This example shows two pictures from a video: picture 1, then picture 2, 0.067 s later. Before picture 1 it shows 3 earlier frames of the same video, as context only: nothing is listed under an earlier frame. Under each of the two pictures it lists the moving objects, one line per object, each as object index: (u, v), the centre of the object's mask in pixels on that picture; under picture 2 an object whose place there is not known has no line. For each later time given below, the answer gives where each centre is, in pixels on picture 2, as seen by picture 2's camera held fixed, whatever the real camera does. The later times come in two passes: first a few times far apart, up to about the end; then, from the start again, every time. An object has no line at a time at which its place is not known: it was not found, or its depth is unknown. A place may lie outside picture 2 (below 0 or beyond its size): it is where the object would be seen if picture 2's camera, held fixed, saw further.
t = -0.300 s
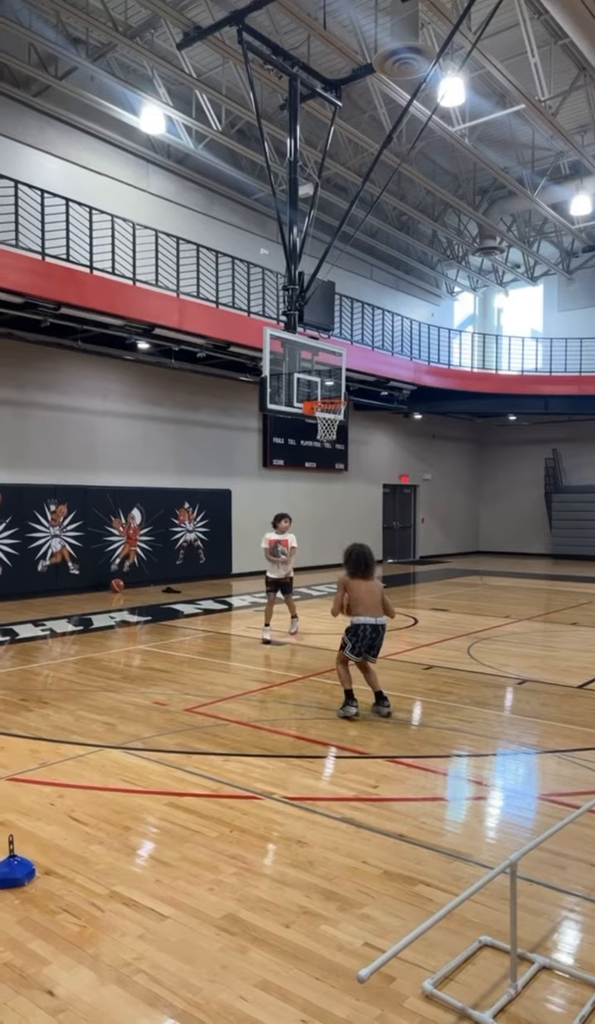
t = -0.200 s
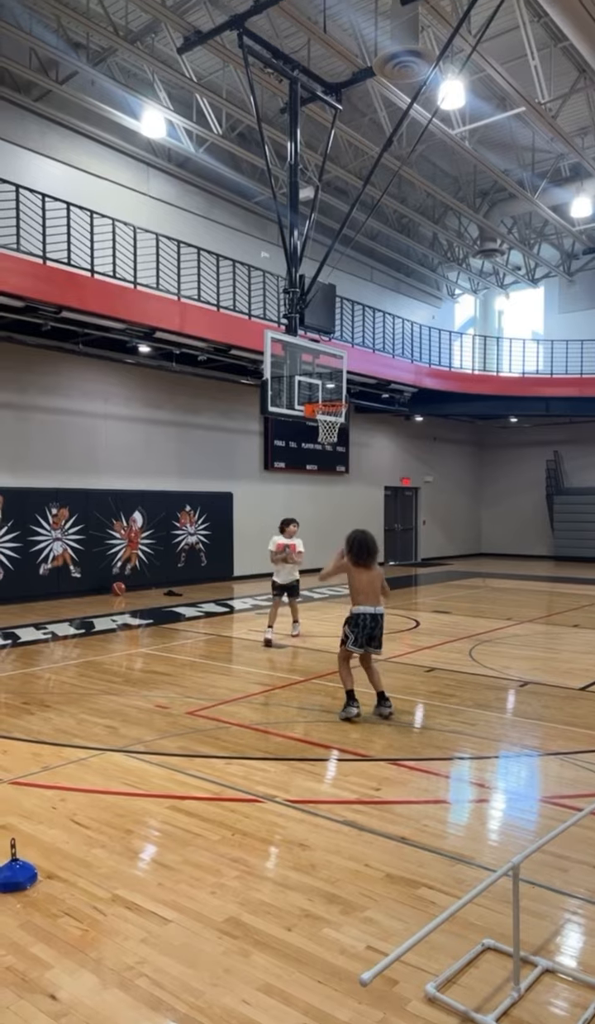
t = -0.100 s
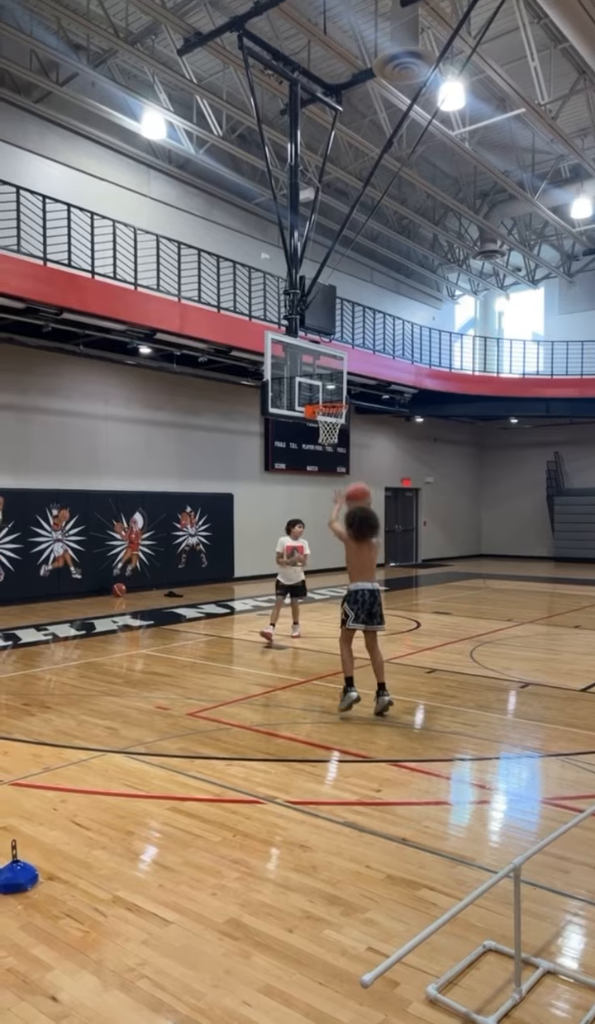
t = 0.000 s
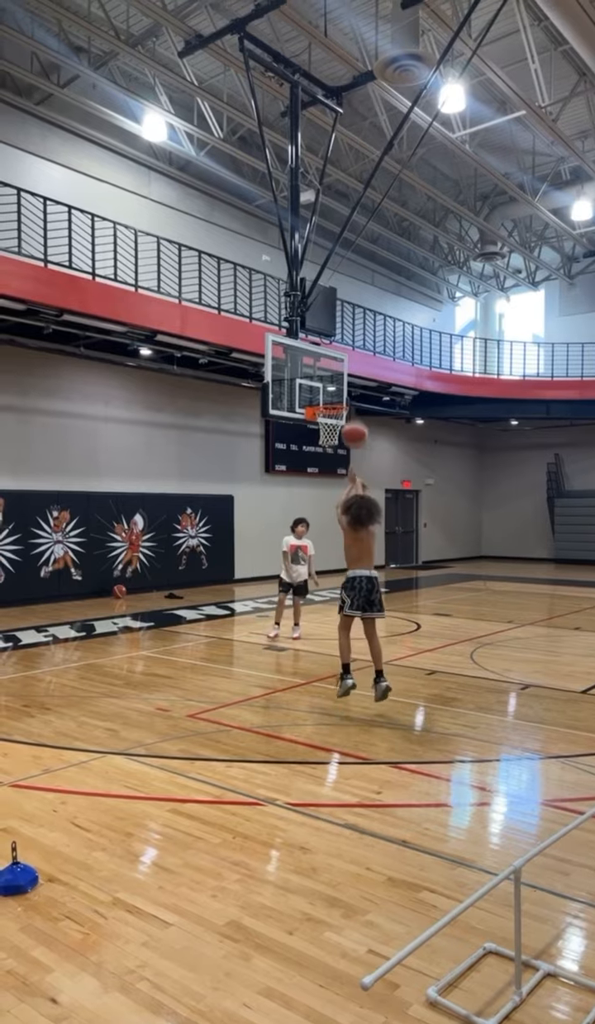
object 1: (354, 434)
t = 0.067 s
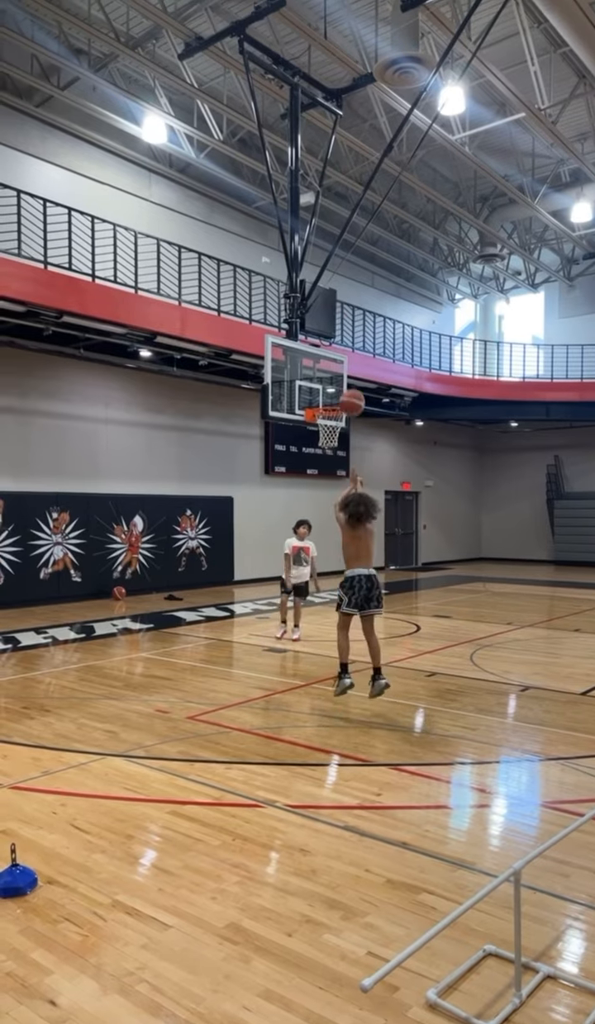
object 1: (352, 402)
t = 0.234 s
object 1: (346, 347)
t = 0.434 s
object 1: (341, 326)
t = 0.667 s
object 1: (337, 344)
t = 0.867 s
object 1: (333, 388)
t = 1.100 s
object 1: (327, 419)
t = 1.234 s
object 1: (327, 421)
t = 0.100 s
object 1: (351, 388)
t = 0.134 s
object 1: (349, 376)
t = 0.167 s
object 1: (348, 365)
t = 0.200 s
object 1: (347, 356)
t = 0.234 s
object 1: (346, 347)
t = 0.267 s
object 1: (346, 341)
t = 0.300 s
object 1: (344, 336)
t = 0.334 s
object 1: (344, 331)
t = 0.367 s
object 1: (343, 328)
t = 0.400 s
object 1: (342, 327)
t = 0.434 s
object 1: (341, 326)
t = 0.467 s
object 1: (341, 326)
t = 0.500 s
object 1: (341, 326)
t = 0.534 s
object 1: (340, 328)
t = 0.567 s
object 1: (339, 331)
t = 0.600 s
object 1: (338, 334)
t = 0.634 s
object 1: (338, 339)
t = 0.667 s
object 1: (337, 344)
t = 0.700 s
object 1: (337, 350)
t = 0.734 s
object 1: (336, 358)
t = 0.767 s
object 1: (335, 365)
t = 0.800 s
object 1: (335, 372)
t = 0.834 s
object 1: (334, 379)
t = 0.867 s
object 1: (333, 388)
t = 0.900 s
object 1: (333, 398)
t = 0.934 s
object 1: (333, 406)
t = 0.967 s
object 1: (332, 413)
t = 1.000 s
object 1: (329, 416)
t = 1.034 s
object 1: (327, 424)
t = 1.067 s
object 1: (325, 422)
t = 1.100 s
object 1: (327, 419)
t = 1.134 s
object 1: (327, 419)
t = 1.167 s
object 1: (327, 419)
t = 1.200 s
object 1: (327, 420)
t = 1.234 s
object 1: (327, 421)
